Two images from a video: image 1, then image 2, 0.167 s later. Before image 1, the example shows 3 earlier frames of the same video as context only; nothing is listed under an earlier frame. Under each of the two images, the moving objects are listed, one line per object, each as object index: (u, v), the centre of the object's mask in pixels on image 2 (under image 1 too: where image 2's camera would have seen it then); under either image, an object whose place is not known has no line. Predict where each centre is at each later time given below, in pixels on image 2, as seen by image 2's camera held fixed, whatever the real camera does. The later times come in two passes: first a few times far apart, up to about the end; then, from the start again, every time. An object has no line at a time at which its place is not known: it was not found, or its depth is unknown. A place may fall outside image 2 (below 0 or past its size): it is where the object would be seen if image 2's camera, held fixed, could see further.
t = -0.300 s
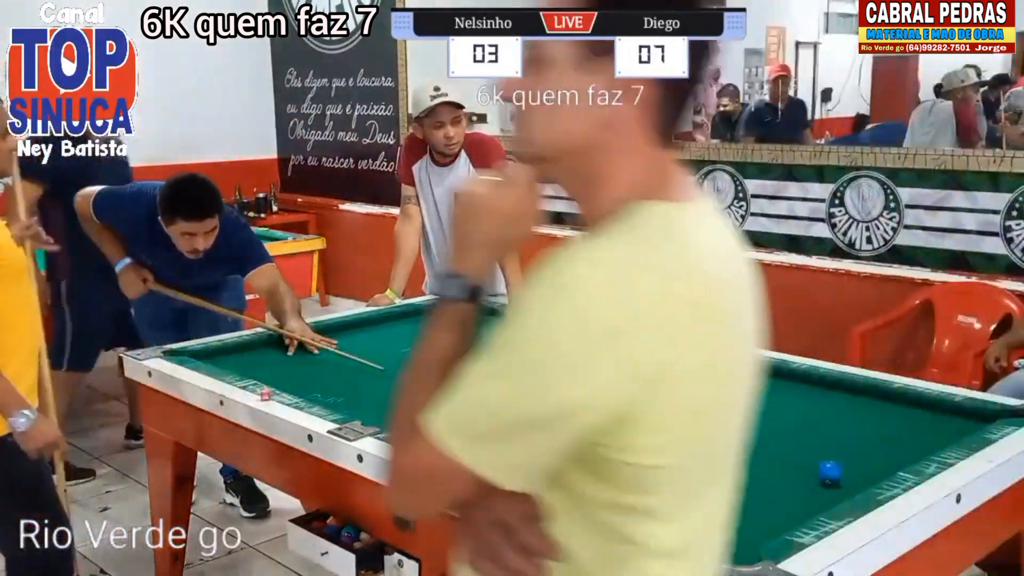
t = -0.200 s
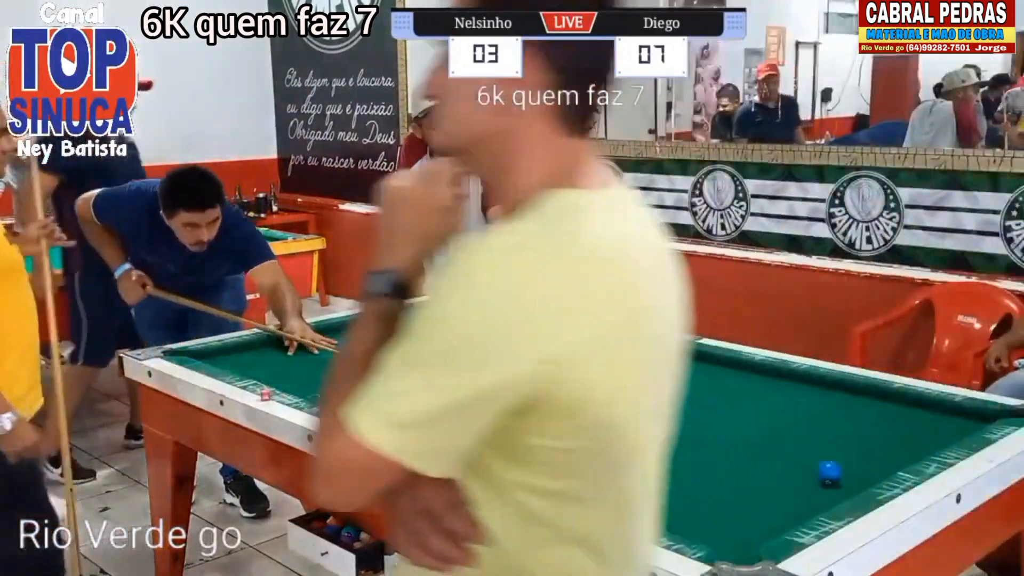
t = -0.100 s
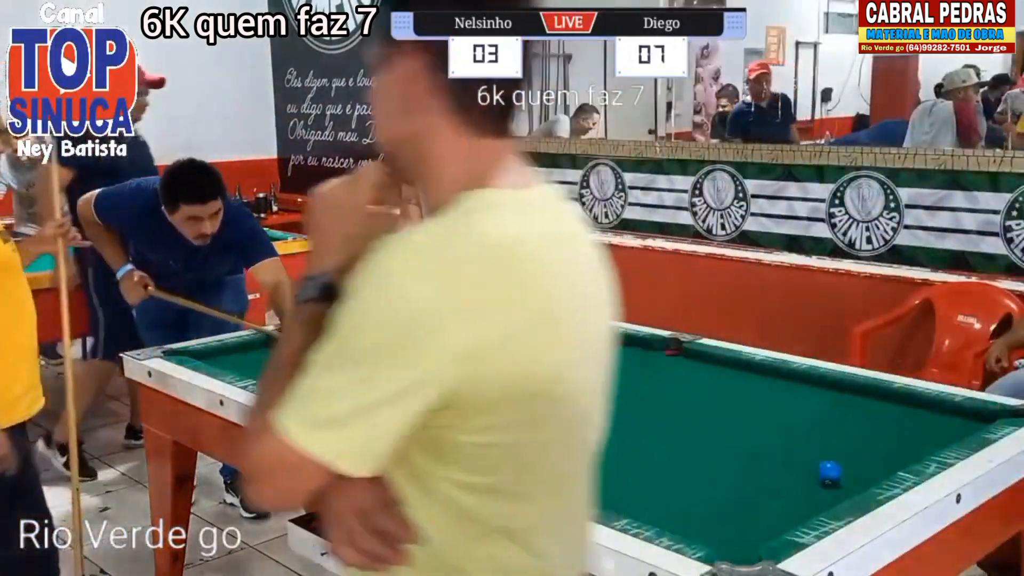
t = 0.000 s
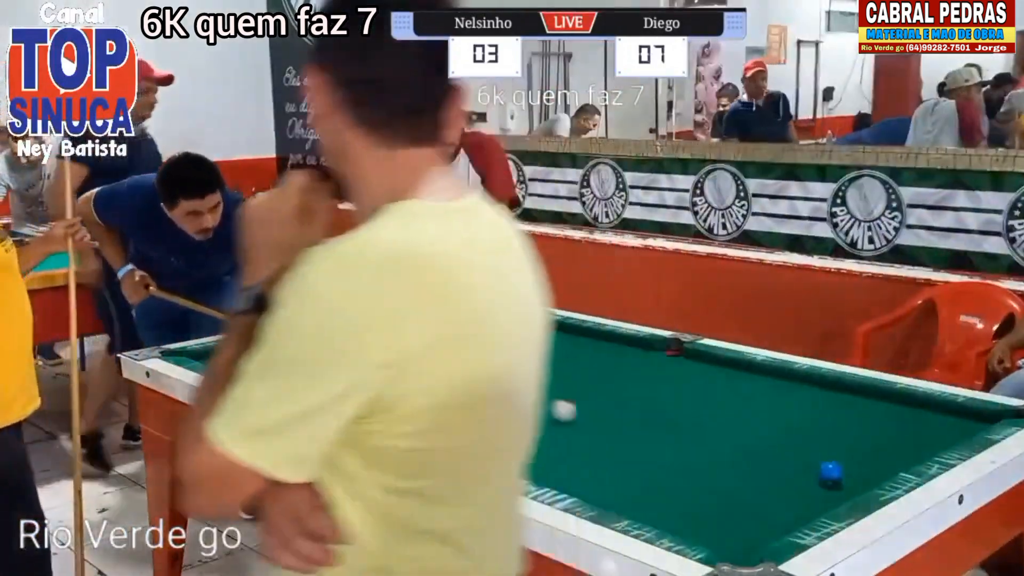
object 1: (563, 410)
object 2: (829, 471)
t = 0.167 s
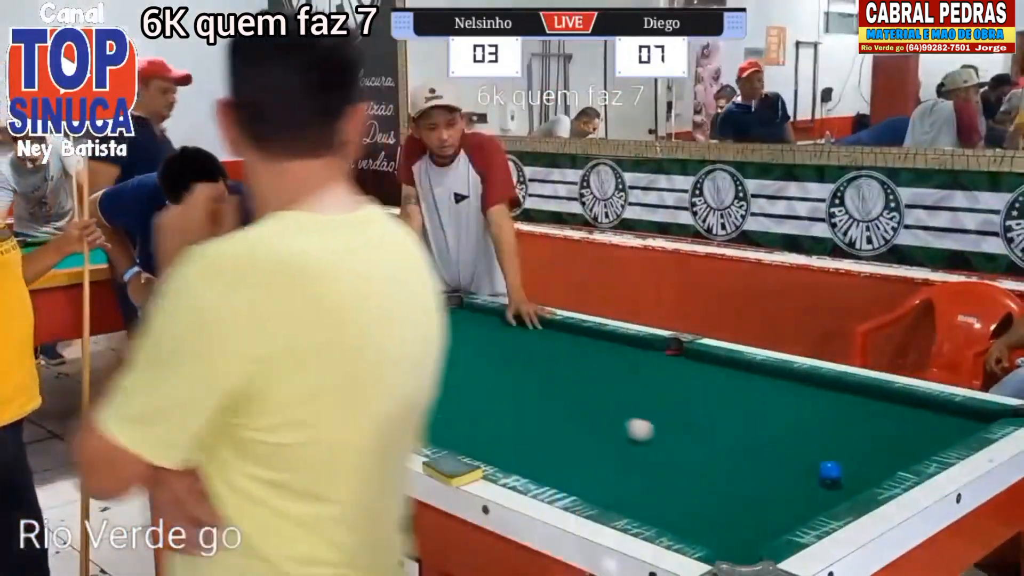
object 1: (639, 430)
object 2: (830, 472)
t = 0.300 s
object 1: (708, 448)
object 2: (830, 472)
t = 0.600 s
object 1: (836, 488)
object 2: (867, 469)
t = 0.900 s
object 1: (701, 472)
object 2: (899, 459)
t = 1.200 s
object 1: (586, 456)
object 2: (894, 445)
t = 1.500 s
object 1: (486, 442)
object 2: (888, 435)
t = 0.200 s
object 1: (656, 434)
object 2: (830, 472)
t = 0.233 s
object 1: (673, 438)
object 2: (830, 472)
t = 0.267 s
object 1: (690, 443)
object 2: (830, 472)
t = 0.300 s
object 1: (708, 448)
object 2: (830, 472)
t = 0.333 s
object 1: (726, 452)
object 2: (830, 472)
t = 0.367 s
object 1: (745, 457)
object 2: (830, 472)
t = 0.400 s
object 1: (764, 463)
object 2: (830, 472)
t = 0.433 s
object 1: (784, 467)
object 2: (830, 472)
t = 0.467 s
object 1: (804, 473)
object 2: (830, 472)
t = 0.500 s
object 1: (817, 479)
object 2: (841, 470)
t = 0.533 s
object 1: (830, 485)
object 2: (852, 471)
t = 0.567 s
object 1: (843, 488)
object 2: (859, 470)
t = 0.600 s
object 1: (836, 488)
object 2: (867, 469)
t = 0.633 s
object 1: (819, 489)
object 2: (875, 467)
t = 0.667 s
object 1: (803, 486)
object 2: (883, 466)
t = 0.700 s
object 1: (787, 484)
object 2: (891, 464)
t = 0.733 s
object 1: (772, 482)
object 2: (898, 463)
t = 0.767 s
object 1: (757, 480)
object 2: (899, 462)
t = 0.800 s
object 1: (743, 478)
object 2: (900, 461)
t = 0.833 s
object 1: (729, 476)
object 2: (900, 461)
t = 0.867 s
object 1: (715, 474)
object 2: (899, 460)
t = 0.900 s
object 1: (701, 472)
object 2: (899, 459)
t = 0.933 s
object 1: (687, 470)
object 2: (898, 458)
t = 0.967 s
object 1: (674, 468)
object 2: (898, 456)
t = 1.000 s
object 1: (660, 466)
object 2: (897, 455)
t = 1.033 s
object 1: (647, 464)
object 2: (897, 454)
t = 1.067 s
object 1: (634, 462)
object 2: (896, 452)
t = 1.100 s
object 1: (622, 461)
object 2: (895, 450)
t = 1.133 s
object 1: (610, 459)
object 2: (895, 448)
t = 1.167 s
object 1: (598, 457)
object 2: (894, 447)
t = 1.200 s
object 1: (586, 456)
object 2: (894, 445)
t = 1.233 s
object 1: (574, 454)
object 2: (893, 444)
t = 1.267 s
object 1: (562, 452)
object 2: (892, 443)
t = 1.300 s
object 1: (551, 451)
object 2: (891, 442)
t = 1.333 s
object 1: (539, 449)
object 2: (890, 439)
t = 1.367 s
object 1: (529, 448)
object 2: (889, 438)
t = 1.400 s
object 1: (518, 446)
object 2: (889, 438)
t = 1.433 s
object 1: (507, 445)
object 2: (888, 437)
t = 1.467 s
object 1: (496, 443)
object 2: (888, 436)
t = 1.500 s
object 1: (486, 442)
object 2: (888, 435)
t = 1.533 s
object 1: (475, 441)
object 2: (887, 434)
